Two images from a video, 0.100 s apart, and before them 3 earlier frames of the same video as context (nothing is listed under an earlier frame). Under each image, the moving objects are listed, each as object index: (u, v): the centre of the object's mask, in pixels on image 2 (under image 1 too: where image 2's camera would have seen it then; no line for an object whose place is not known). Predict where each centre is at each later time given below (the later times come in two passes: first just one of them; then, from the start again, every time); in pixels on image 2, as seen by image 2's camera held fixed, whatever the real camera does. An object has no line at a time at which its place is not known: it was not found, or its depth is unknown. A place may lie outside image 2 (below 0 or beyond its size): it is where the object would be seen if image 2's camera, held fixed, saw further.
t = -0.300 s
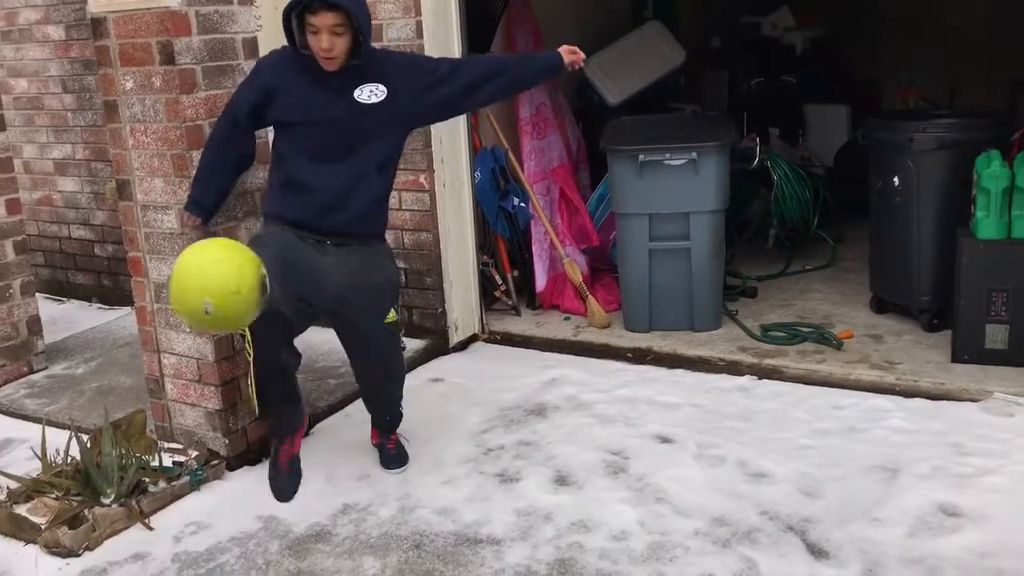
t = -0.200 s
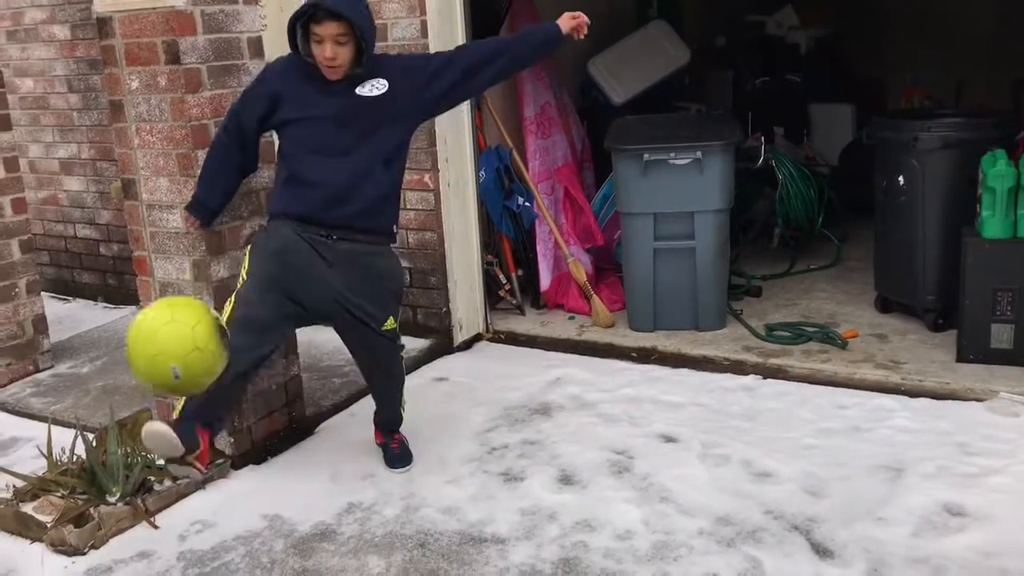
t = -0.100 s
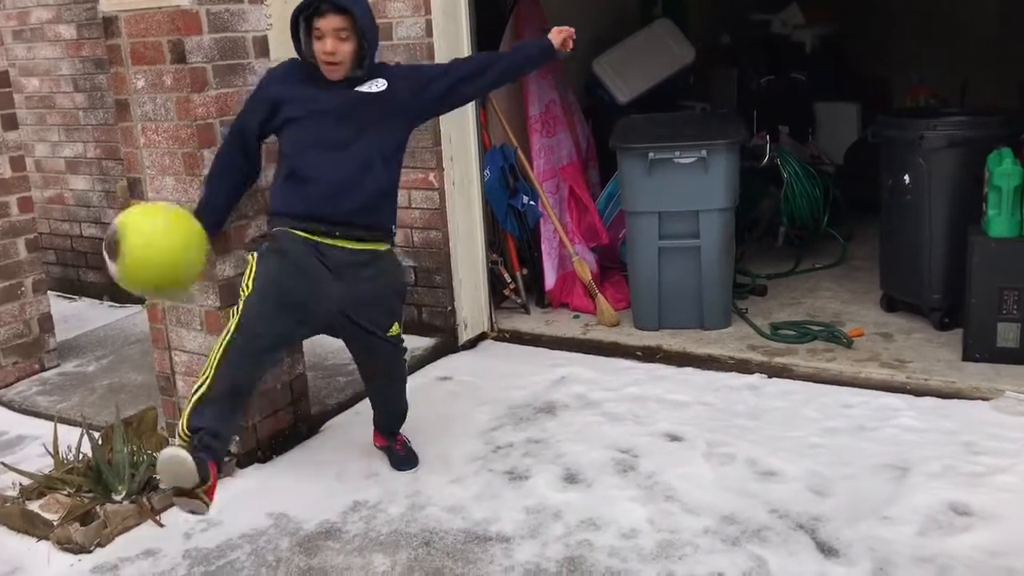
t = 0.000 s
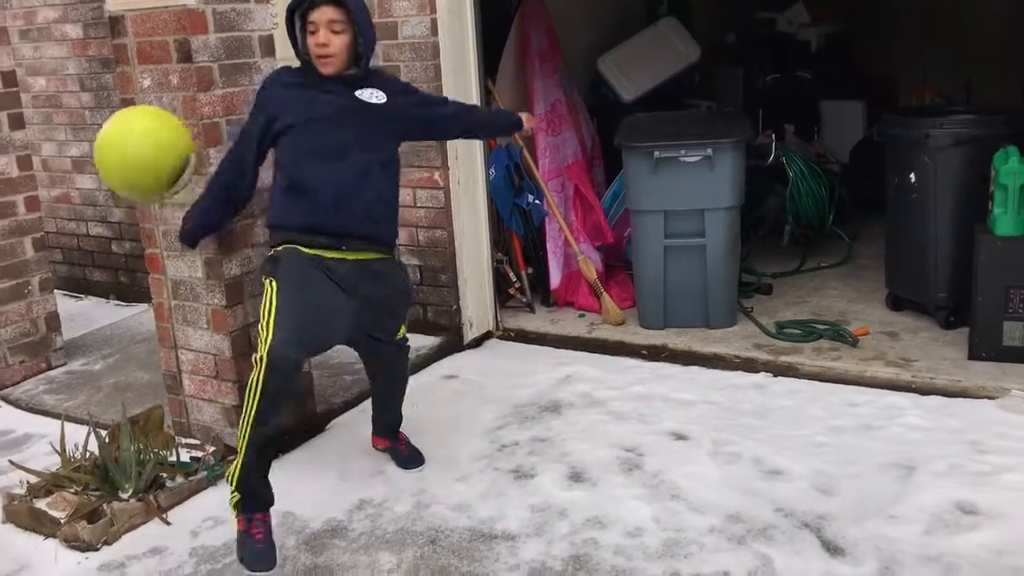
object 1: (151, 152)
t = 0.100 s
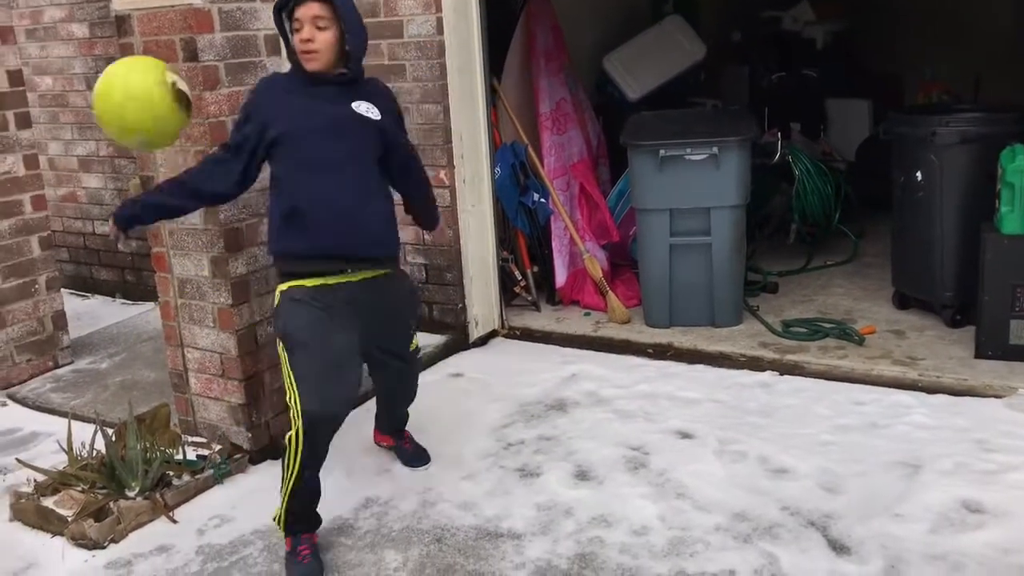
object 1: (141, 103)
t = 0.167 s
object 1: (139, 96)
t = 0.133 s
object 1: (140, 97)
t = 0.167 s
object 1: (139, 96)
